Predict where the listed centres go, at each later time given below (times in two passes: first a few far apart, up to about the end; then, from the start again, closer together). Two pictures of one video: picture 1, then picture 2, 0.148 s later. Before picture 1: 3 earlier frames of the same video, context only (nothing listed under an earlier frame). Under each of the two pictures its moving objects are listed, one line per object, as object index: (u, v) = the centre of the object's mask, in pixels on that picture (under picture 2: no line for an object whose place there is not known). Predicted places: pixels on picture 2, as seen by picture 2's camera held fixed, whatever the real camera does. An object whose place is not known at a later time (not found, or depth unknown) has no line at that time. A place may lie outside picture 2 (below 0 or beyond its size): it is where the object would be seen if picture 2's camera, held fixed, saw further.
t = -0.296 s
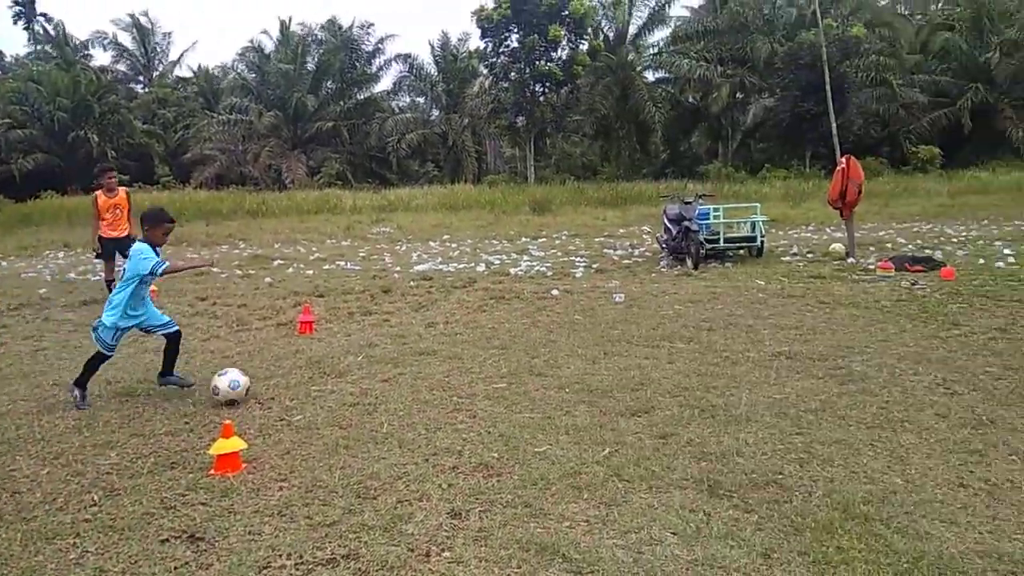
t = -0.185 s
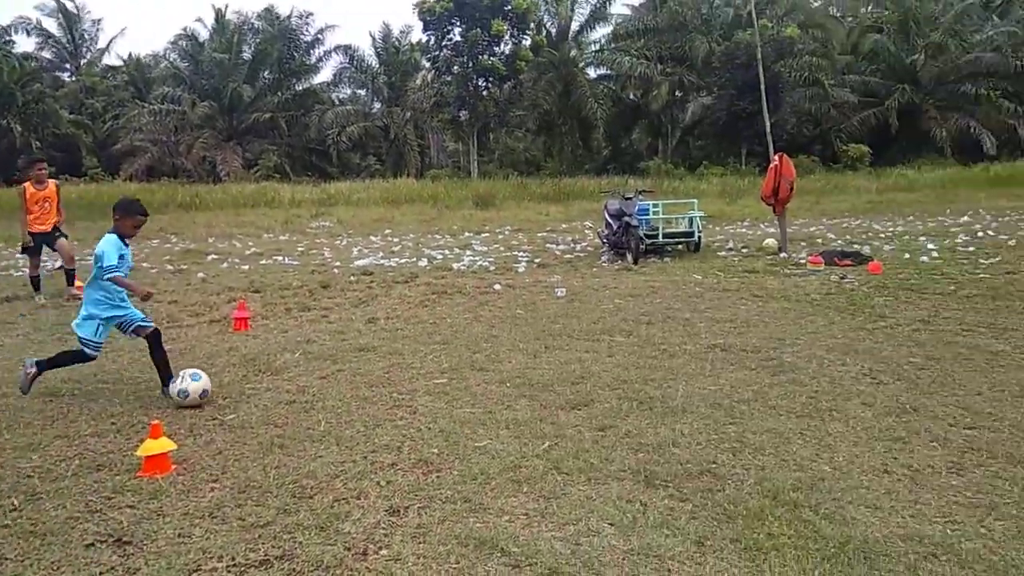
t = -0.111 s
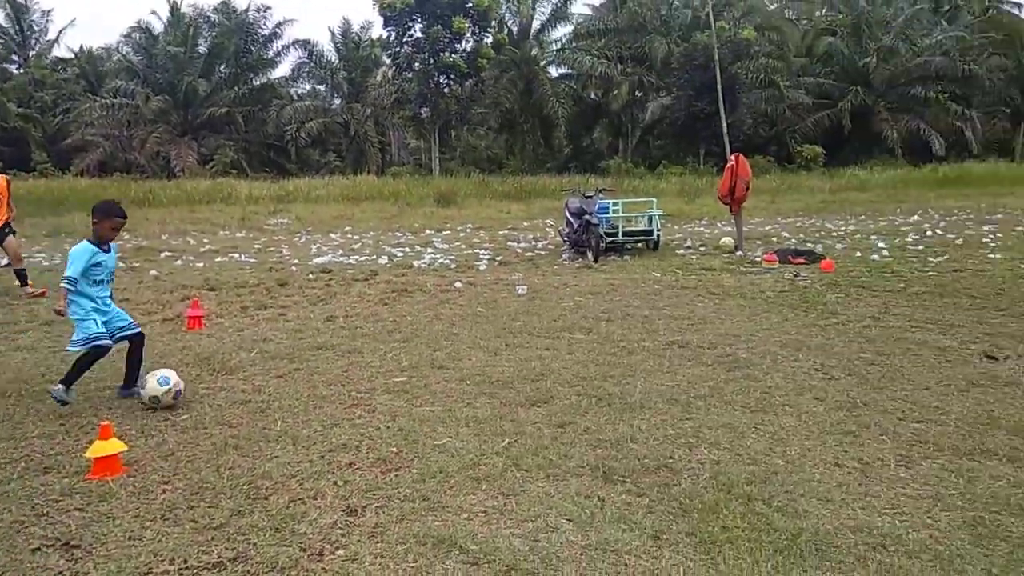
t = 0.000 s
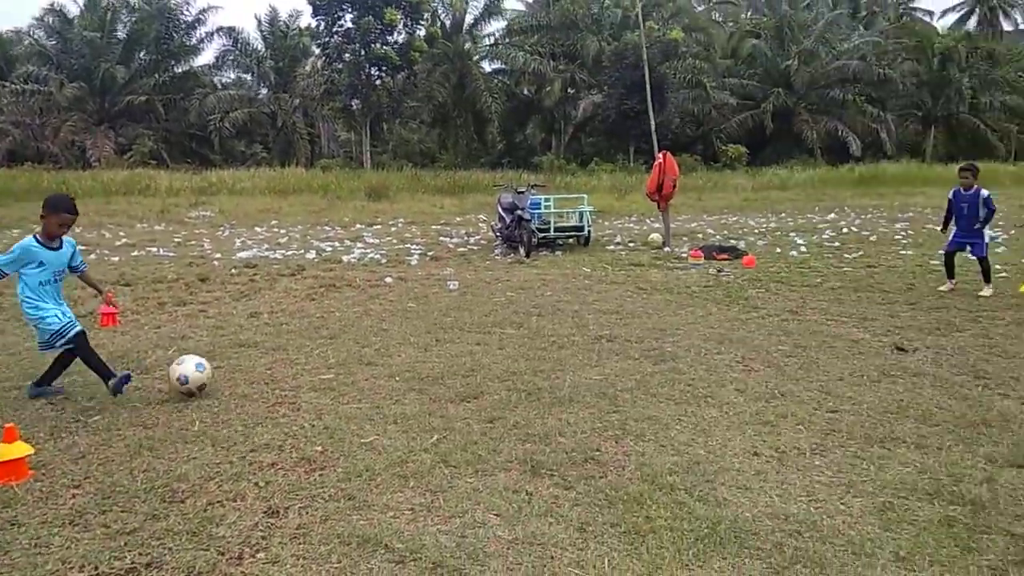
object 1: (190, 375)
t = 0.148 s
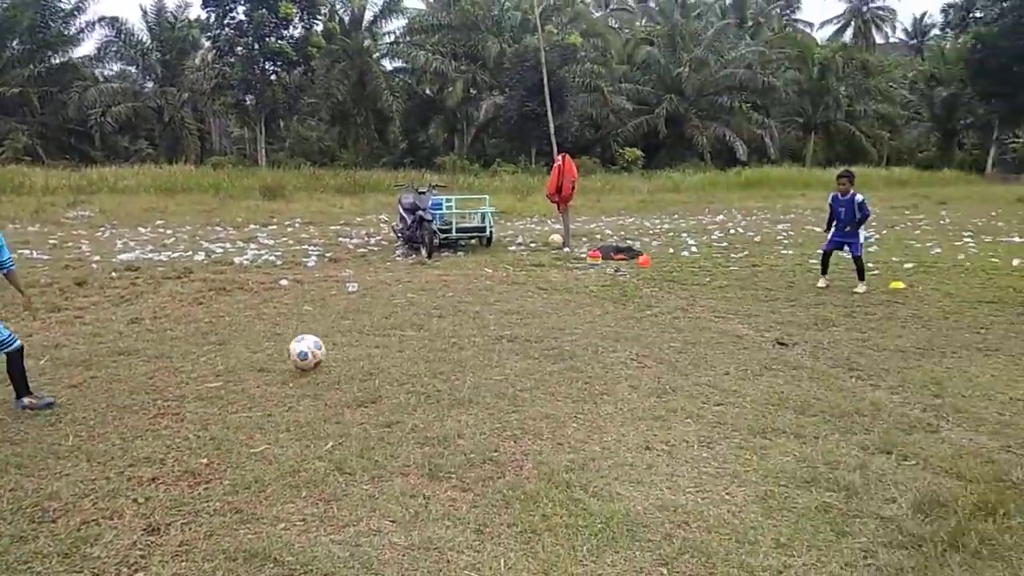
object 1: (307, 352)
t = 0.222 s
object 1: (397, 346)
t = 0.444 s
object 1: (579, 310)
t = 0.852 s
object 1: (768, 288)
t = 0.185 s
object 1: (356, 351)
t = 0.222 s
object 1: (397, 346)
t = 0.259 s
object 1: (435, 339)
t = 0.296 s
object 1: (471, 334)
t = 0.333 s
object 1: (505, 332)
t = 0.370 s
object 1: (532, 325)
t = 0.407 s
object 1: (557, 317)
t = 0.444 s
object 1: (579, 310)
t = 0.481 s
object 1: (602, 305)
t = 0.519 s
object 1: (622, 303)
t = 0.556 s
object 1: (642, 303)
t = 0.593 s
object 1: (662, 304)
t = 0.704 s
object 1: (712, 299)
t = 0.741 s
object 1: (727, 294)
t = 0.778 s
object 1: (741, 290)
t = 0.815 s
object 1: (755, 289)
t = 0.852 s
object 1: (768, 288)
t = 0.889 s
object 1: (781, 290)
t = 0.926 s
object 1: (793, 293)
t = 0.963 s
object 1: (804, 290)
